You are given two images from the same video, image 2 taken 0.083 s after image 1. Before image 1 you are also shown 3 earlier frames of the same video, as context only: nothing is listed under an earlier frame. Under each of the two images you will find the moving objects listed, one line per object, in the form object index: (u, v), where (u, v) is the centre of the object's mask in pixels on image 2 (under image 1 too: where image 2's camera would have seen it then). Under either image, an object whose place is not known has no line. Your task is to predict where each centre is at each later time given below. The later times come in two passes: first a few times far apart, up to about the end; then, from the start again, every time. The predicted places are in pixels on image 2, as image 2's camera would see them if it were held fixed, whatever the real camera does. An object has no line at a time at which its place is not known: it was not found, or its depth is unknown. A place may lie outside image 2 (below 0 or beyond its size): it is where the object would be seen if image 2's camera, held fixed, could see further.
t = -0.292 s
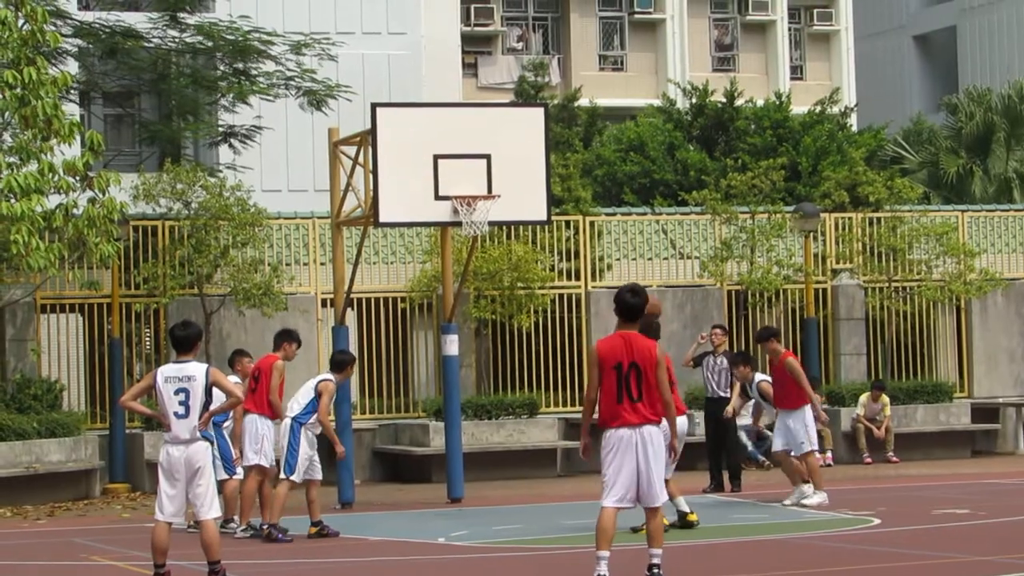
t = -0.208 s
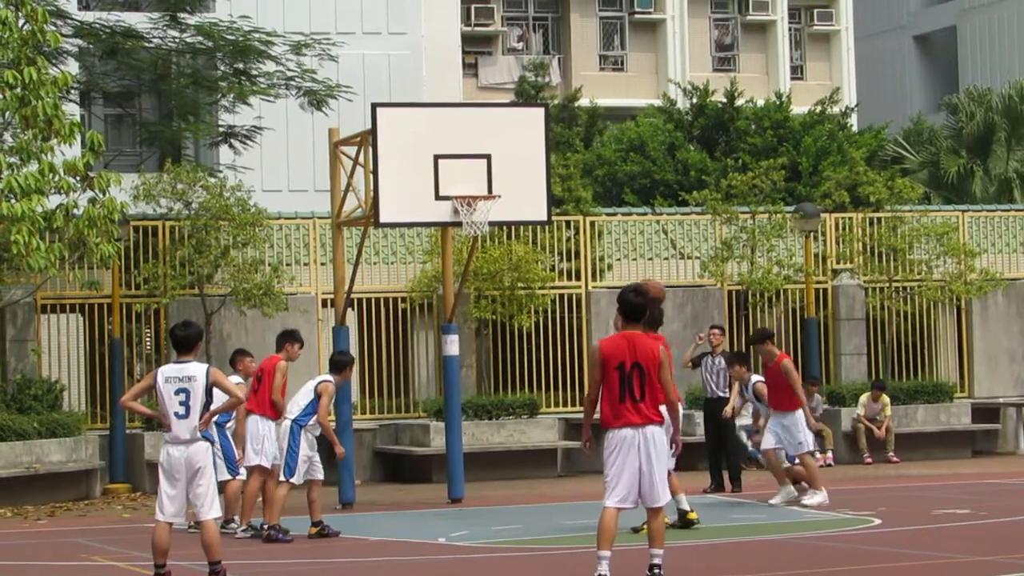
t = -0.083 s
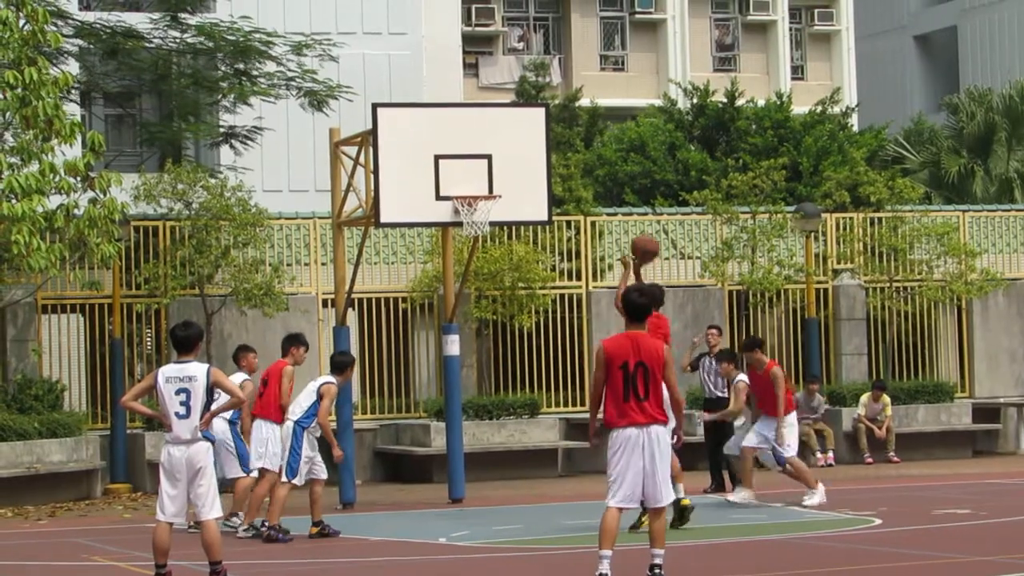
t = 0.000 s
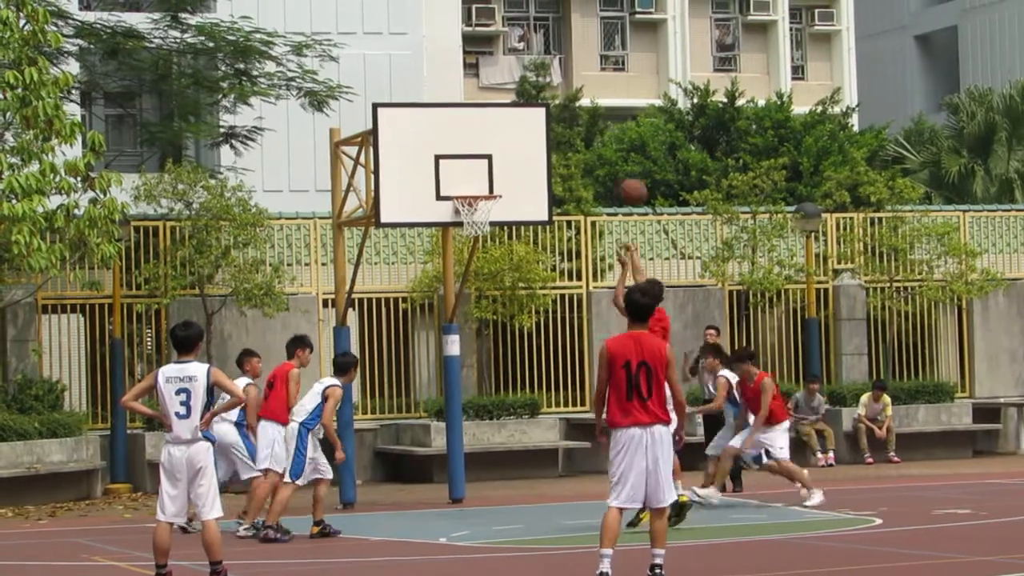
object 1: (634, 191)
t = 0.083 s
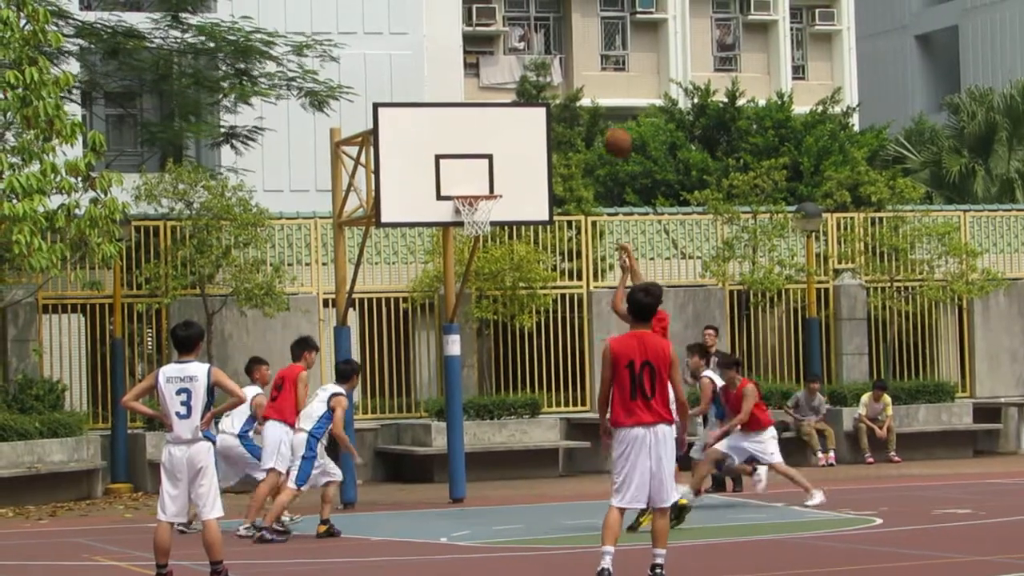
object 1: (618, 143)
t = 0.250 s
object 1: (589, 73)
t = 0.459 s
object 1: (558, 32)
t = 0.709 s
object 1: (525, 45)
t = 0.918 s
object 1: (501, 104)
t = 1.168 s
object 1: (476, 222)
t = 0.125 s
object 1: (610, 121)
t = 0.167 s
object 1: (603, 104)
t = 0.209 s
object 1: (596, 87)
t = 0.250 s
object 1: (589, 73)
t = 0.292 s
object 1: (582, 60)
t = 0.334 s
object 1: (576, 51)
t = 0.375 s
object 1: (570, 42)
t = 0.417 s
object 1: (564, 36)
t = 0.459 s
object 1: (558, 32)
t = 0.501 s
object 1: (552, 29)
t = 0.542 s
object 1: (547, 28)
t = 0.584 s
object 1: (540, 30)
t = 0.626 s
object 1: (535, 34)
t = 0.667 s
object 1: (530, 38)
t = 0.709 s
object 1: (525, 45)
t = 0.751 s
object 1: (520, 53)
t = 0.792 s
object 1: (514, 64)
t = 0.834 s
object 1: (510, 75)
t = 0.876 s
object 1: (506, 89)
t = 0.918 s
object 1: (501, 104)
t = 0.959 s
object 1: (497, 121)
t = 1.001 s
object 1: (492, 139)
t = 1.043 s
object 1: (488, 159)
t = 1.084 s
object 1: (484, 181)
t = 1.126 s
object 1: (478, 200)
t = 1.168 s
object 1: (476, 222)
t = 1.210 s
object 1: (473, 232)
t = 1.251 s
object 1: (472, 247)
